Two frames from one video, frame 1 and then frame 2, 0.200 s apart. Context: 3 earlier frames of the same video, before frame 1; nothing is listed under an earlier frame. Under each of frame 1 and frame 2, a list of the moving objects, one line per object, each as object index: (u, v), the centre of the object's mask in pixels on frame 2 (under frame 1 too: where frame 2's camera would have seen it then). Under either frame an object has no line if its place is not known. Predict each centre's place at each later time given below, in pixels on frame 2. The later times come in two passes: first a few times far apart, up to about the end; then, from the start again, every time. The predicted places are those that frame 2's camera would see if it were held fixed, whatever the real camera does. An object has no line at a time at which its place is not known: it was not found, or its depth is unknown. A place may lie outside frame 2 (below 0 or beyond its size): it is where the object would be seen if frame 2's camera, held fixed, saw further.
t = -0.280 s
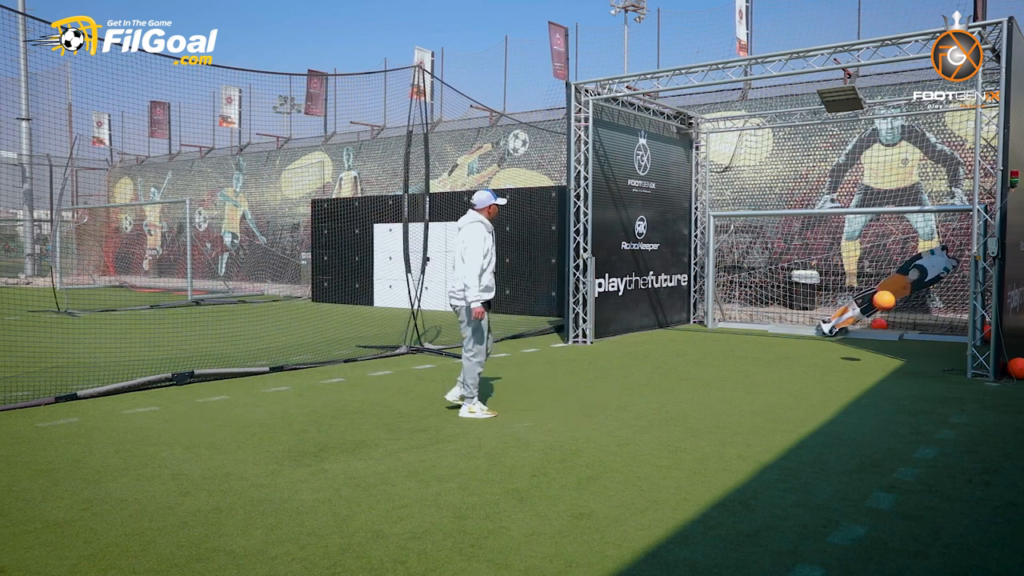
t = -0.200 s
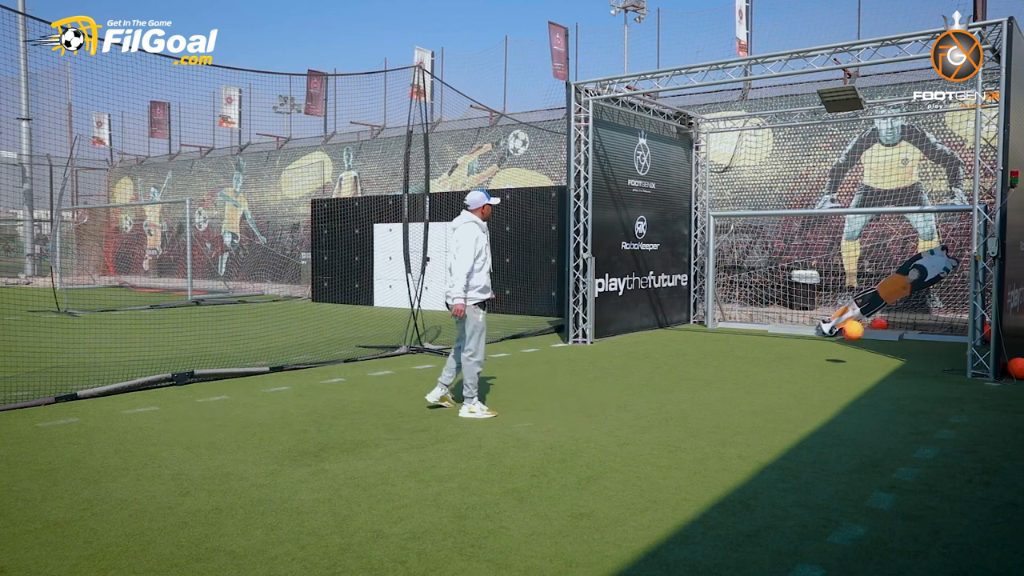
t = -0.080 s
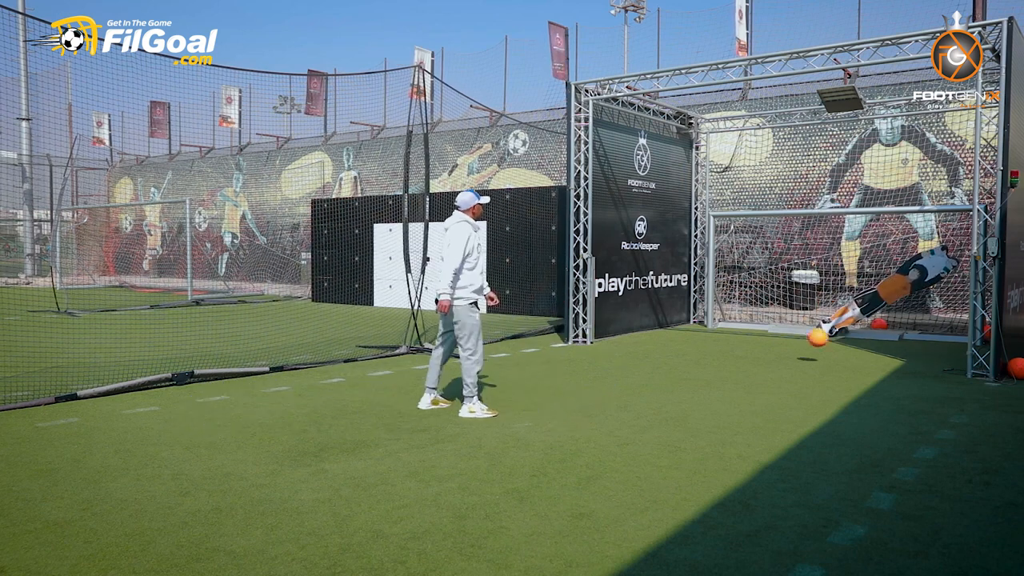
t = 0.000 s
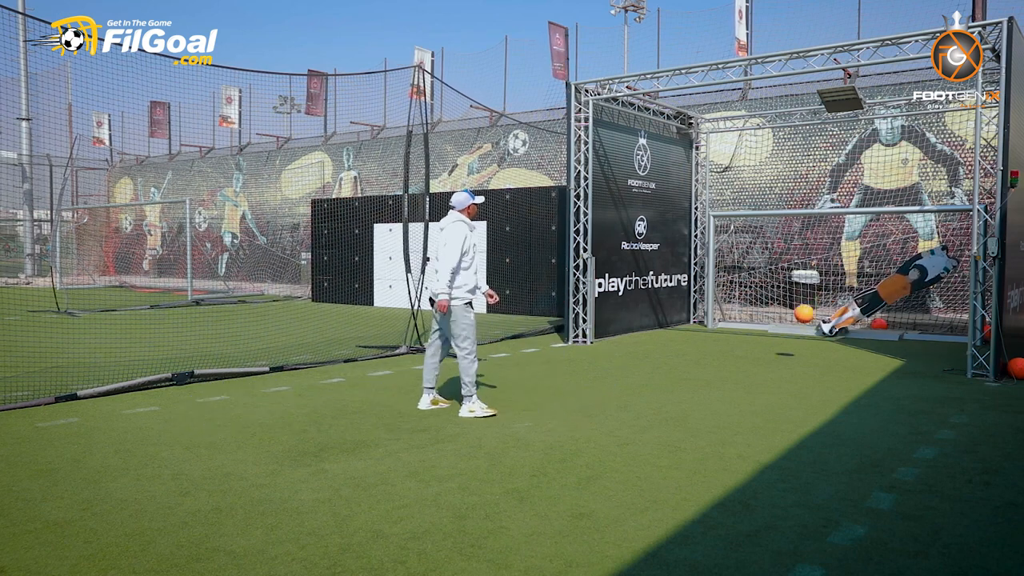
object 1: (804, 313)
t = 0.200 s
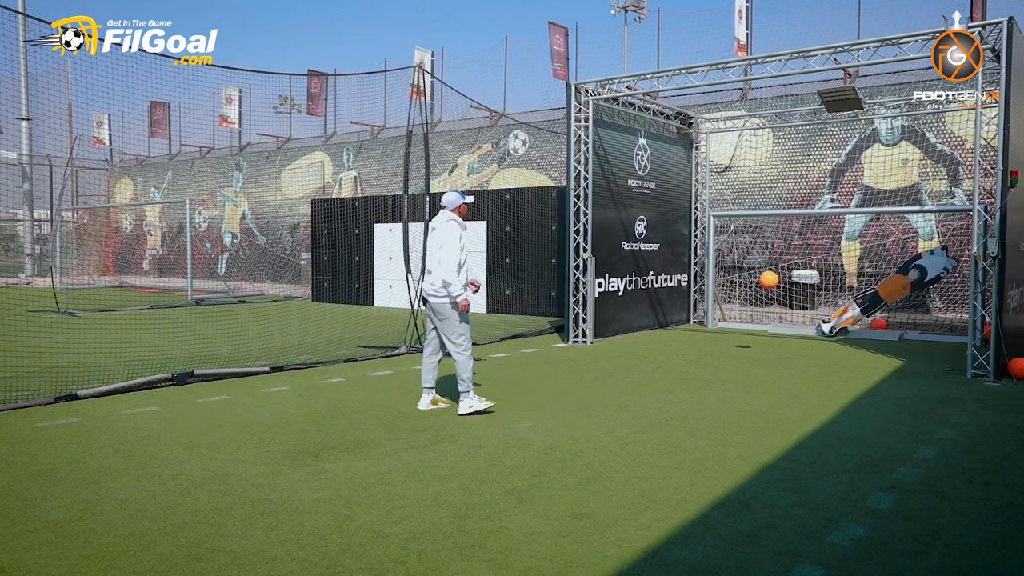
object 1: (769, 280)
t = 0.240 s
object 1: (762, 277)
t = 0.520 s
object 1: (718, 294)
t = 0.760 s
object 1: (684, 330)
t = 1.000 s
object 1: (655, 303)
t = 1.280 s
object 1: (624, 320)
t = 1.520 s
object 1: (636, 327)
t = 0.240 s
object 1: (762, 277)
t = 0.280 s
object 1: (756, 275)
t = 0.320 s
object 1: (749, 275)
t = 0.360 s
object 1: (742, 277)
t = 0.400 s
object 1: (735, 279)
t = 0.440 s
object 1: (730, 283)
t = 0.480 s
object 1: (724, 288)
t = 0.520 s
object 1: (718, 294)
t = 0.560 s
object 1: (712, 300)
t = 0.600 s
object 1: (706, 309)
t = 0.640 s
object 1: (700, 318)
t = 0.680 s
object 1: (694, 328)
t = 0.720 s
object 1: (688, 339)
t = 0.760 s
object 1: (684, 330)
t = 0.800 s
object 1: (679, 322)
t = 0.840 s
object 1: (674, 316)
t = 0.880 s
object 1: (669, 311)
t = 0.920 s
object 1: (664, 307)
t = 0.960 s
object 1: (659, 305)
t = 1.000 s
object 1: (655, 303)
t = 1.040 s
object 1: (650, 302)
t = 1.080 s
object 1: (646, 302)
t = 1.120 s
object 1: (641, 303)
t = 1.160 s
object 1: (637, 306)
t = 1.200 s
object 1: (632, 309)
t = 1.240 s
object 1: (628, 315)
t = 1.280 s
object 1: (624, 320)
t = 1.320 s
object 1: (623, 326)
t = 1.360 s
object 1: (627, 329)
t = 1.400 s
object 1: (629, 328)
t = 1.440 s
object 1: (632, 327)
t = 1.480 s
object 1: (634, 326)
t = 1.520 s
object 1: (636, 327)
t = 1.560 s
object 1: (639, 329)
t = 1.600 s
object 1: (641, 328)
